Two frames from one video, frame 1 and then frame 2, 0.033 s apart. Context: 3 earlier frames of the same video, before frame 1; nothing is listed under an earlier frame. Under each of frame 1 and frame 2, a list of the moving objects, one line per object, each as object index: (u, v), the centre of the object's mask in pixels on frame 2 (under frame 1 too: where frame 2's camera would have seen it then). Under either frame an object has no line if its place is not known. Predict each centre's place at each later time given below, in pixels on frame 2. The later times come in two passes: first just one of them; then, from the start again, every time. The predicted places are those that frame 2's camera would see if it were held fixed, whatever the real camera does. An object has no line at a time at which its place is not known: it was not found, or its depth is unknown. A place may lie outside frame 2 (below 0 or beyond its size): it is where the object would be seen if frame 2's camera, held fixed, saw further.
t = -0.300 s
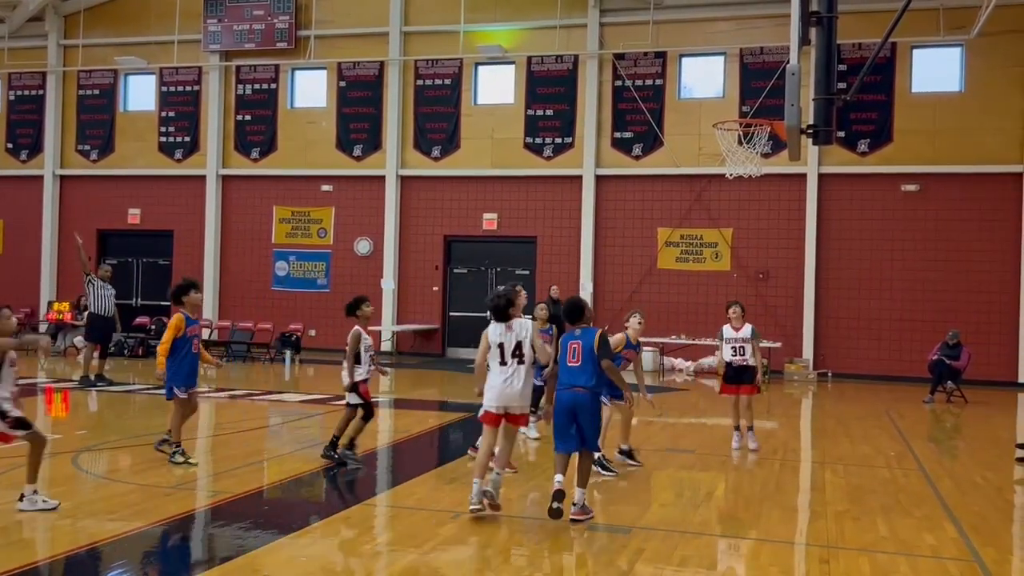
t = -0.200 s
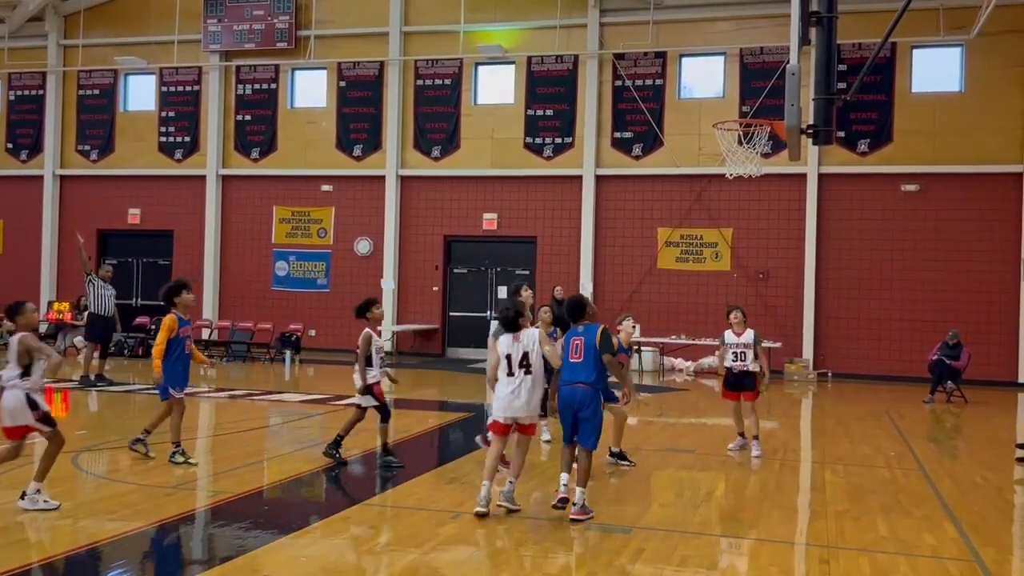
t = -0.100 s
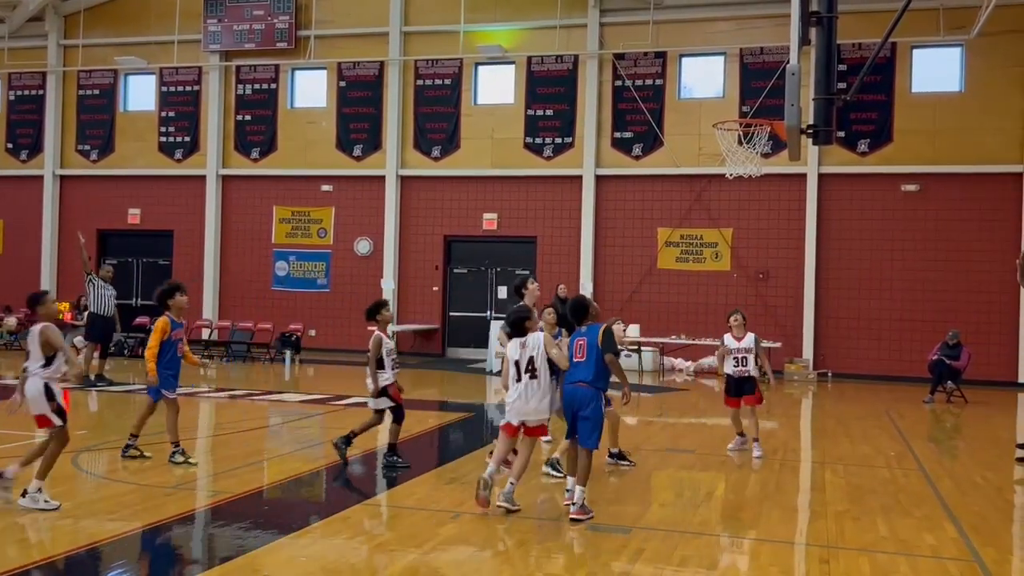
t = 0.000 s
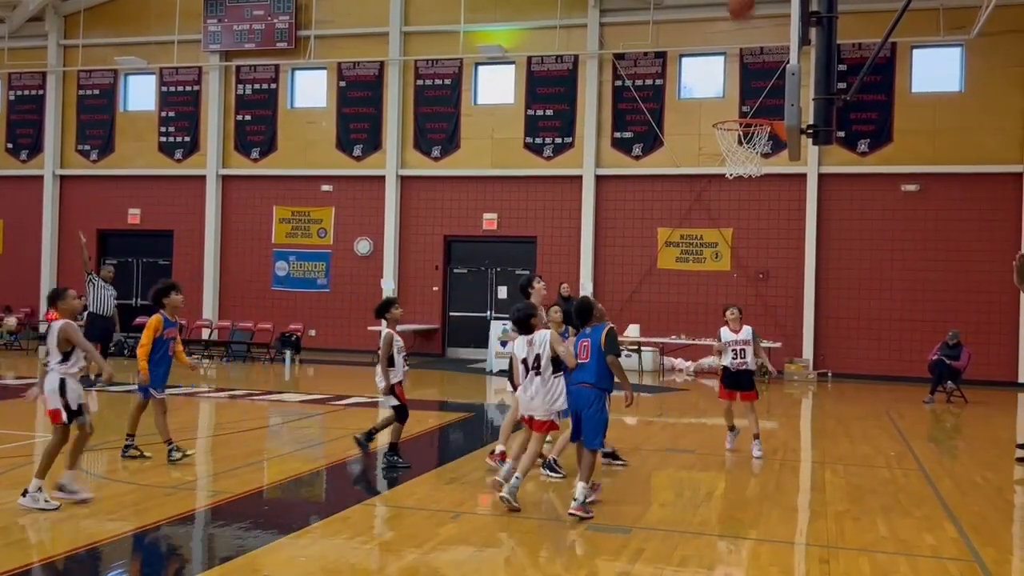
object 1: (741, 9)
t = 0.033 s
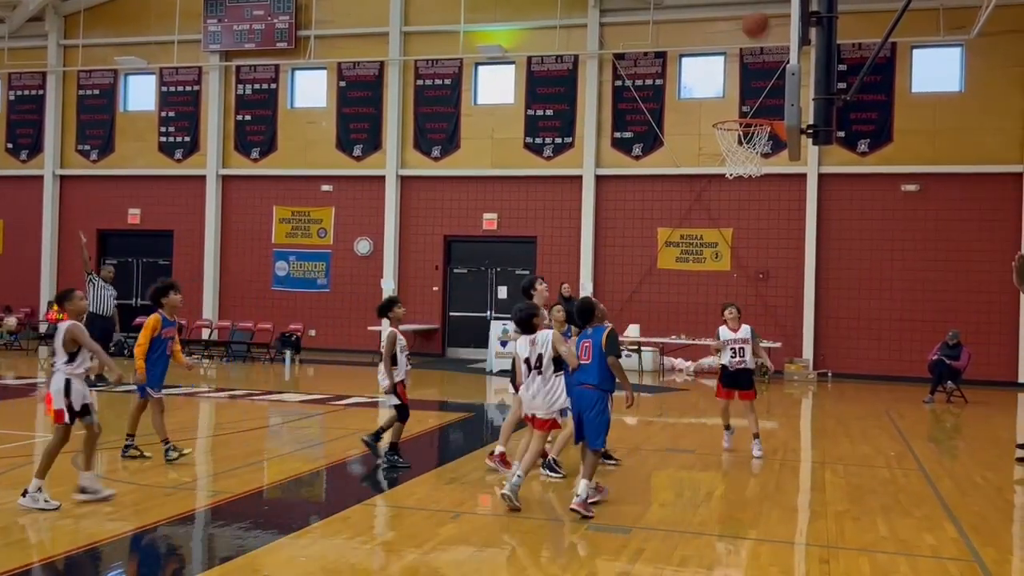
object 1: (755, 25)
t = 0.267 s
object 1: (715, 96)
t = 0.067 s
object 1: (771, 45)
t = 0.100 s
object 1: (773, 65)
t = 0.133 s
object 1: (761, 81)
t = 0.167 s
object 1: (749, 100)
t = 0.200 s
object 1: (736, 112)
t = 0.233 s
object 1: (725, 106)
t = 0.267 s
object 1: (715, 96)
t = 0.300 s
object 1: (702, 85)
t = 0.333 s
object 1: (690, 76)
